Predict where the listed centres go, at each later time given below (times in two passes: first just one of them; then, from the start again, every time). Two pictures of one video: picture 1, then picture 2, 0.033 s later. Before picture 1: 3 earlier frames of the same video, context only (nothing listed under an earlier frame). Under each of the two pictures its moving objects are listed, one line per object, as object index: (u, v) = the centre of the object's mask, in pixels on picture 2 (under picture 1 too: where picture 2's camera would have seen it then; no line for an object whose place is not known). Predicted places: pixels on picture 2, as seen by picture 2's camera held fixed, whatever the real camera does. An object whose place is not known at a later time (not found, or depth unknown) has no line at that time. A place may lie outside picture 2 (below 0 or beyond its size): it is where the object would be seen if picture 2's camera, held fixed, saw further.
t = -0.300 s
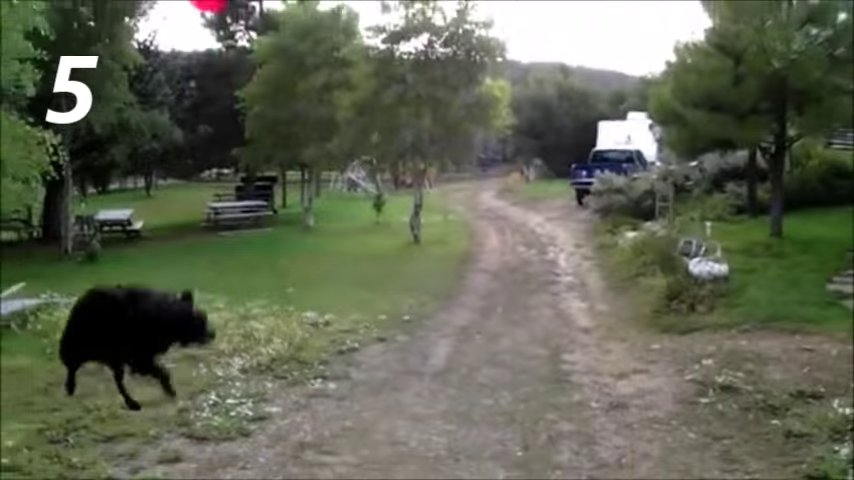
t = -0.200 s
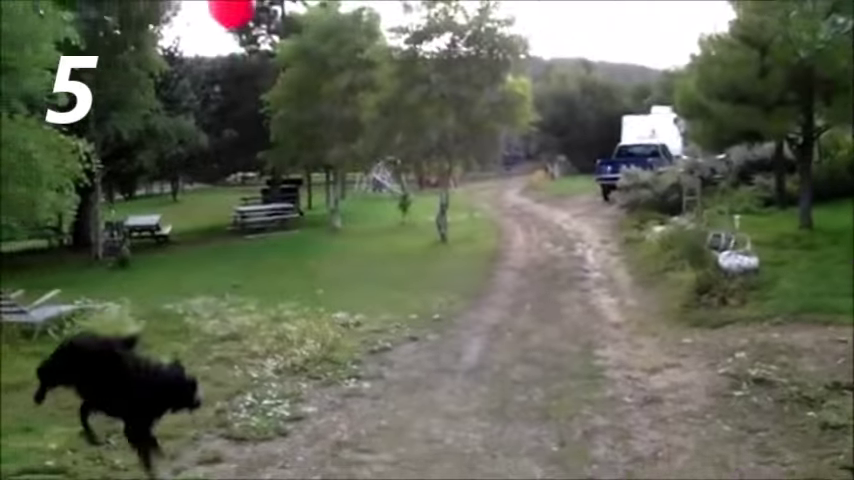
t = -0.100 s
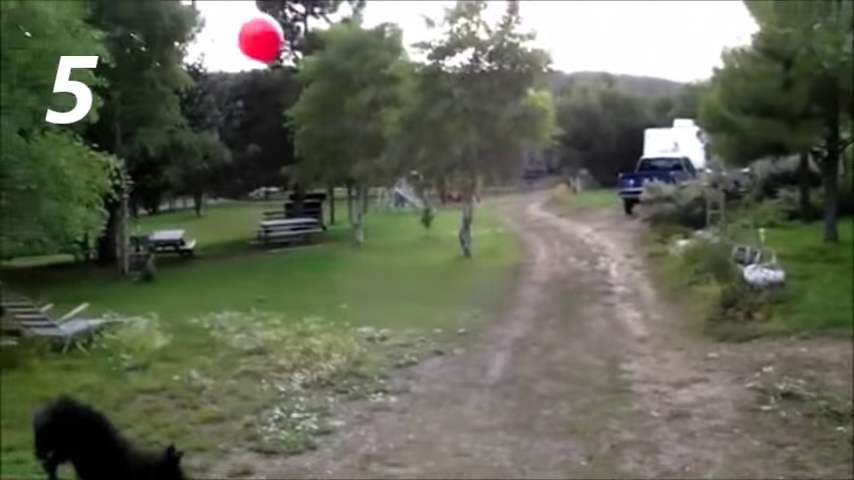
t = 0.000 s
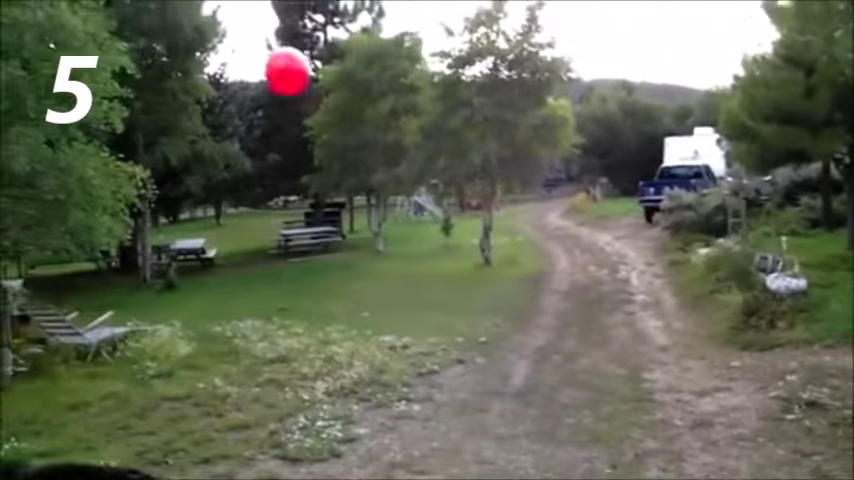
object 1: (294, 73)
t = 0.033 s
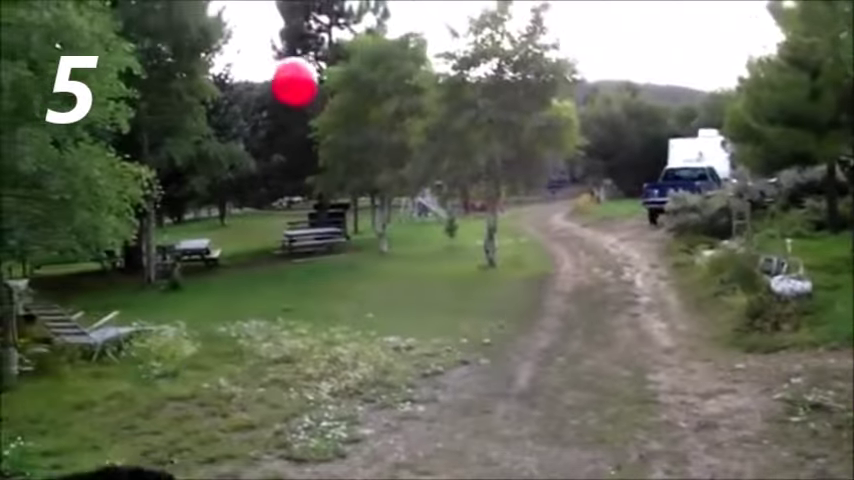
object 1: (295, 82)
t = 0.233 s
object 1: (297, 151)
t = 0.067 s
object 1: (294, 92)
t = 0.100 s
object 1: (295, 103)
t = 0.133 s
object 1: (296, 114)
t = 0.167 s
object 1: (296, 127)
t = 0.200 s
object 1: (296, 139)
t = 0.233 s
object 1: (297, 151)
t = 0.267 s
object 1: (297, 164)
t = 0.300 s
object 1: (296, 176)
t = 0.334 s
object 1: (296, 188)
